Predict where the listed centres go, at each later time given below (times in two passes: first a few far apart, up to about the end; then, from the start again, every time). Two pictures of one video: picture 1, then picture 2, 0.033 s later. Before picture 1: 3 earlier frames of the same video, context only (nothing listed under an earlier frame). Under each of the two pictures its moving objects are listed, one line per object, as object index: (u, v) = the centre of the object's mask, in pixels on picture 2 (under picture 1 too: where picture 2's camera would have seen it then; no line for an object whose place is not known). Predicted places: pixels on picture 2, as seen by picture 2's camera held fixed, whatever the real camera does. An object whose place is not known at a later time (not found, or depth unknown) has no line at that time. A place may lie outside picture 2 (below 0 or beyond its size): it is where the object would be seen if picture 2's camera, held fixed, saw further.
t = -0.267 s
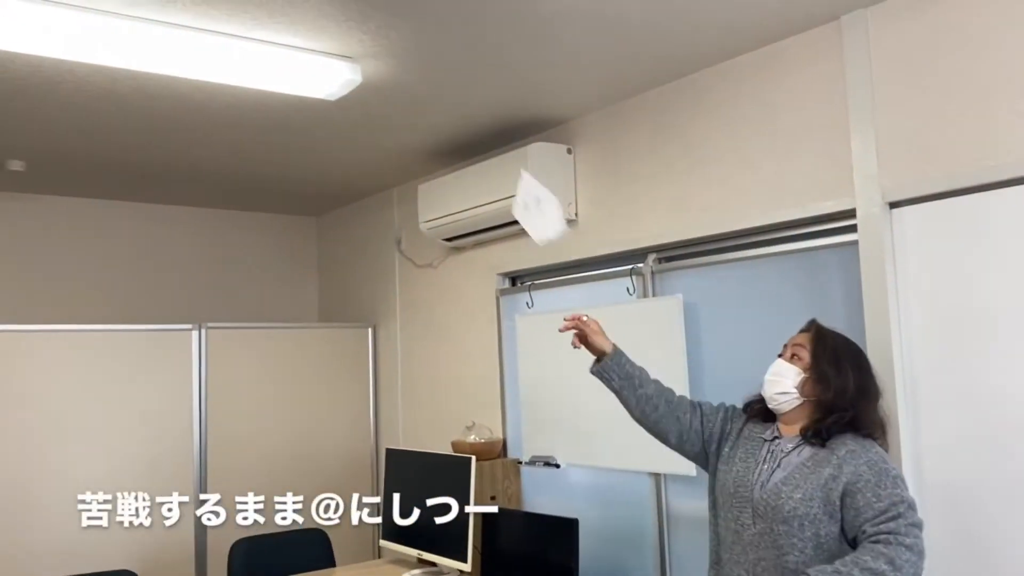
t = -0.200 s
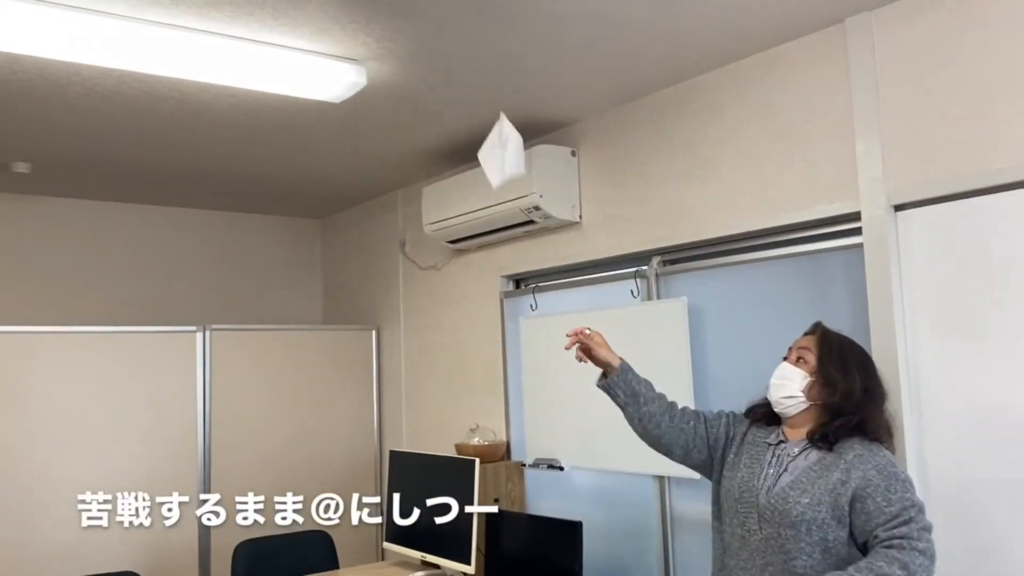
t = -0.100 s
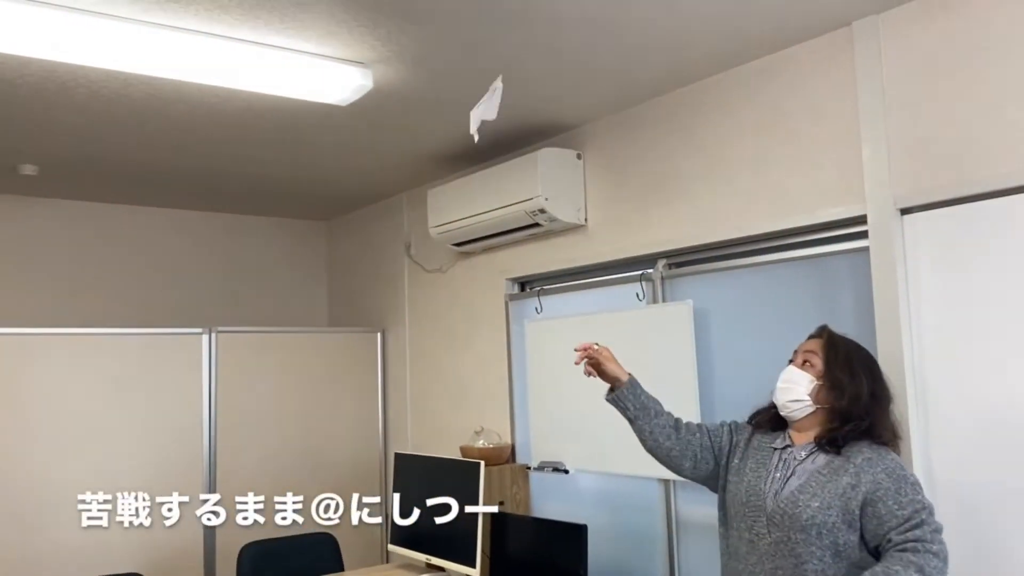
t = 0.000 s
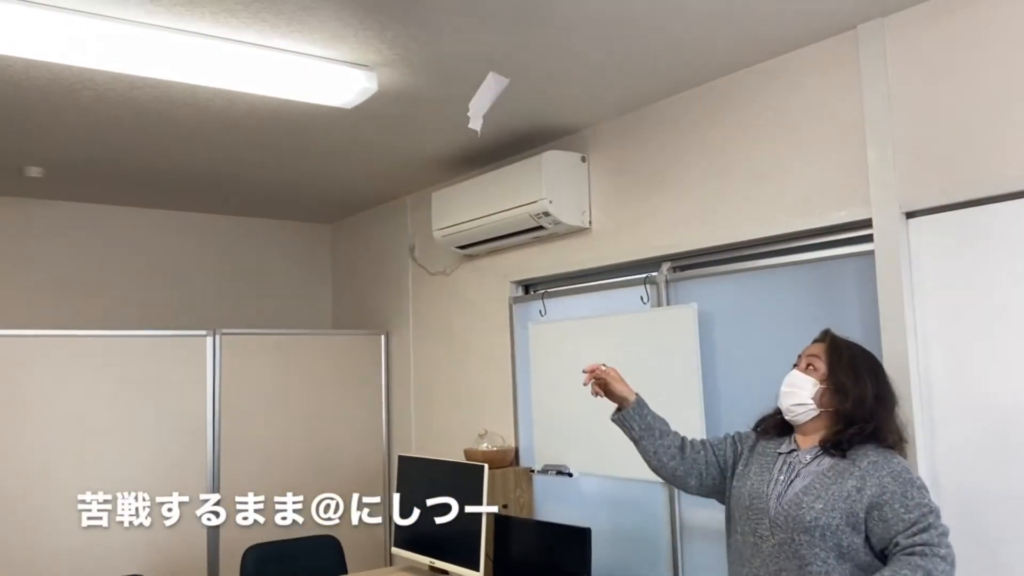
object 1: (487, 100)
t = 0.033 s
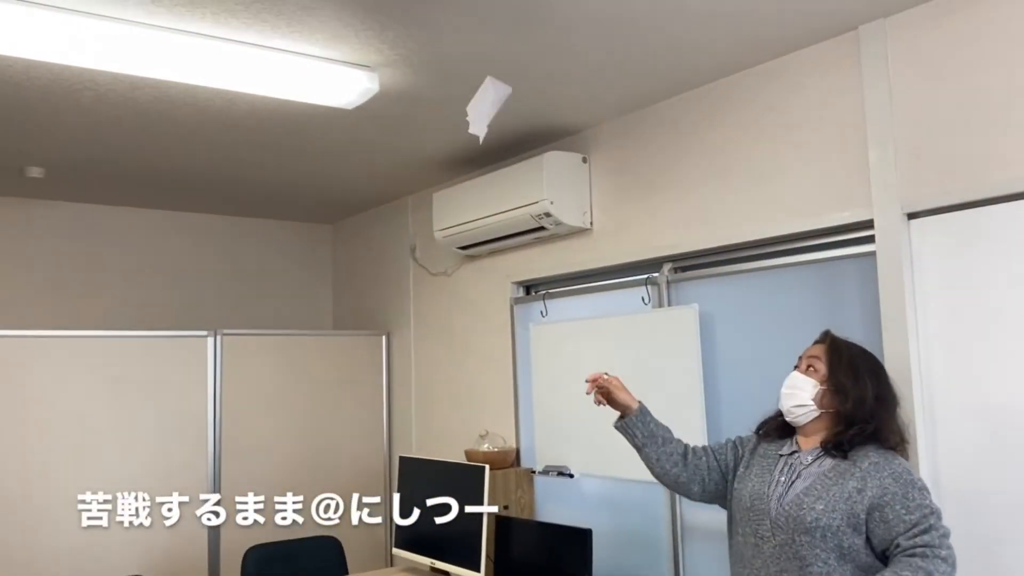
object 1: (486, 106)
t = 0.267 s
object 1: (498, 231)
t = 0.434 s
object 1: (567, 359)
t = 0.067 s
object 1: (486, 115)
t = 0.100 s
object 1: (486, 127)
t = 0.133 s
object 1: (487, 143)
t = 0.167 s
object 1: (489, 161)
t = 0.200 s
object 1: (491, 182)
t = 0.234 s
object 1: (494, 205)
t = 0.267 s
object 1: (498, 231)
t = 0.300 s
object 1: (506, 258)
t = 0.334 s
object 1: (518, 279)
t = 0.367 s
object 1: (534, 305)
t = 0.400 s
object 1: (550, 330)
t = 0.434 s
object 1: (567, 359)
